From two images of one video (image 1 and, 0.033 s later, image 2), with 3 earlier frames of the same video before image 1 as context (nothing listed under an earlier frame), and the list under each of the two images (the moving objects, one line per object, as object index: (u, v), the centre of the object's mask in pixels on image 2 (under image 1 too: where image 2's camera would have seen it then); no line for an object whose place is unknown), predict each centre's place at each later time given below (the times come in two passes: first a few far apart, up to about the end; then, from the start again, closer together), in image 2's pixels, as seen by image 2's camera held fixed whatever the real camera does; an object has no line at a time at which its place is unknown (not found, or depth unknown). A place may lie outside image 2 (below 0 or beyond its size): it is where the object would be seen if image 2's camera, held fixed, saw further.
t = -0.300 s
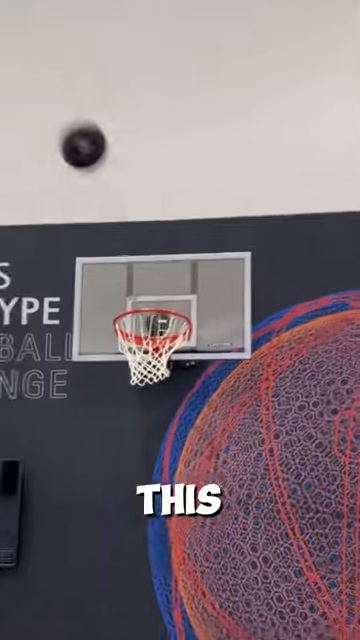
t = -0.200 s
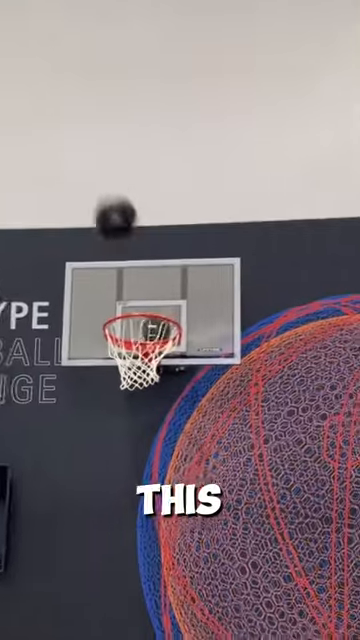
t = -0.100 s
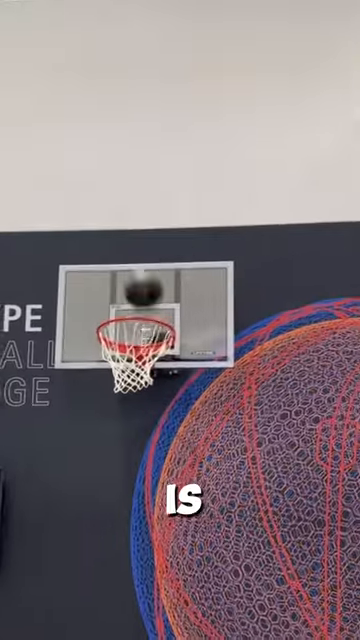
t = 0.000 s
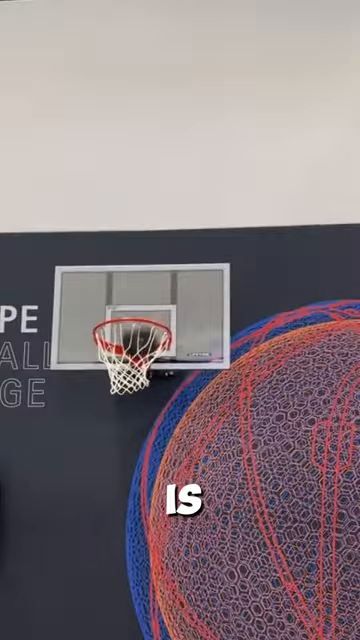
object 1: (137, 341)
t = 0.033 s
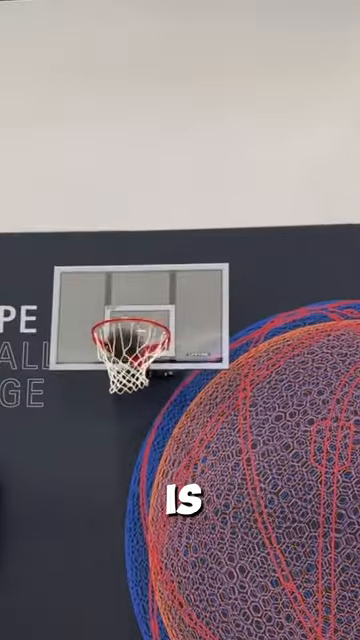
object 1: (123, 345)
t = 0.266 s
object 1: (143, 366)
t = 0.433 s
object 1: (161, 376)
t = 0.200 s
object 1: (122, 348)
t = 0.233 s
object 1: (138, 368)
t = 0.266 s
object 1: (143, 366)
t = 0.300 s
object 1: (148, 365)
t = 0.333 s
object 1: (153, 366)
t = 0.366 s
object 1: (153, 363)
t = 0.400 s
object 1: (159, 372)
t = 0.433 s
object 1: (161, 376)
